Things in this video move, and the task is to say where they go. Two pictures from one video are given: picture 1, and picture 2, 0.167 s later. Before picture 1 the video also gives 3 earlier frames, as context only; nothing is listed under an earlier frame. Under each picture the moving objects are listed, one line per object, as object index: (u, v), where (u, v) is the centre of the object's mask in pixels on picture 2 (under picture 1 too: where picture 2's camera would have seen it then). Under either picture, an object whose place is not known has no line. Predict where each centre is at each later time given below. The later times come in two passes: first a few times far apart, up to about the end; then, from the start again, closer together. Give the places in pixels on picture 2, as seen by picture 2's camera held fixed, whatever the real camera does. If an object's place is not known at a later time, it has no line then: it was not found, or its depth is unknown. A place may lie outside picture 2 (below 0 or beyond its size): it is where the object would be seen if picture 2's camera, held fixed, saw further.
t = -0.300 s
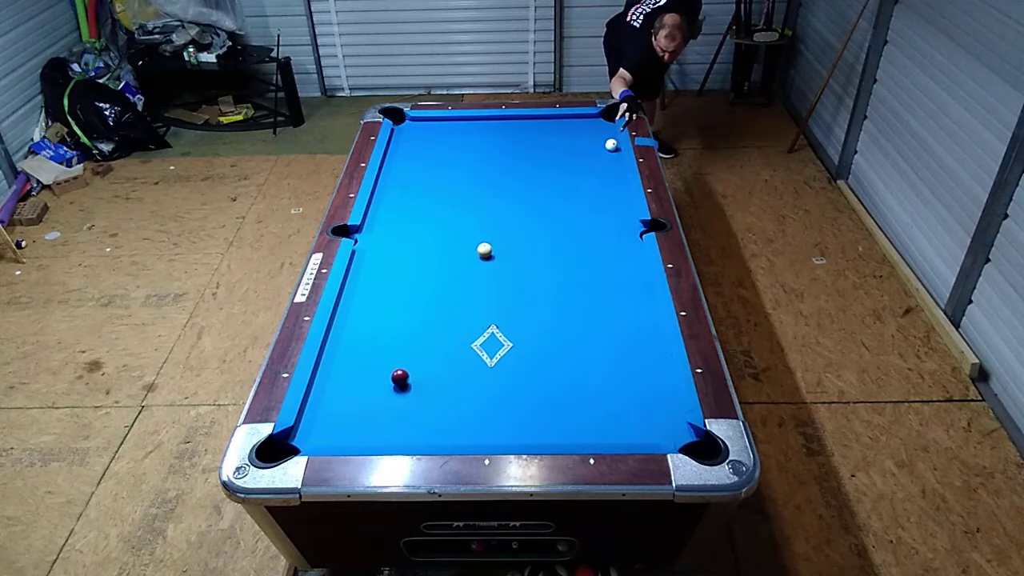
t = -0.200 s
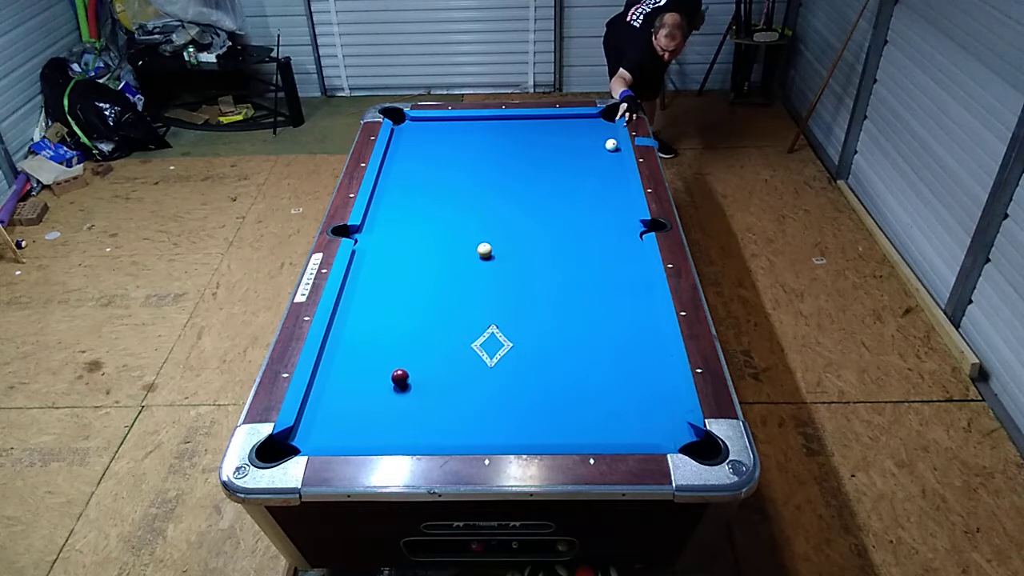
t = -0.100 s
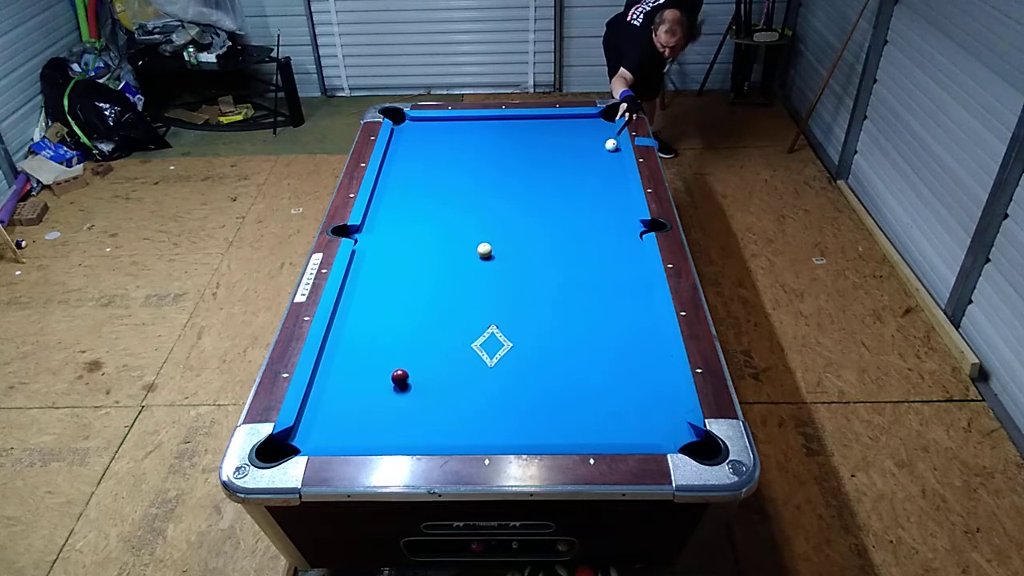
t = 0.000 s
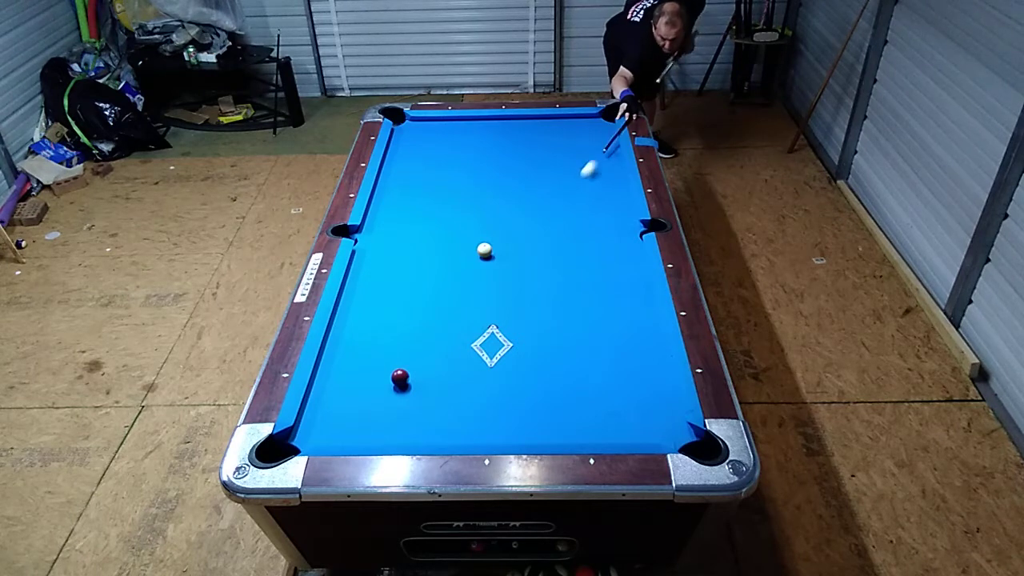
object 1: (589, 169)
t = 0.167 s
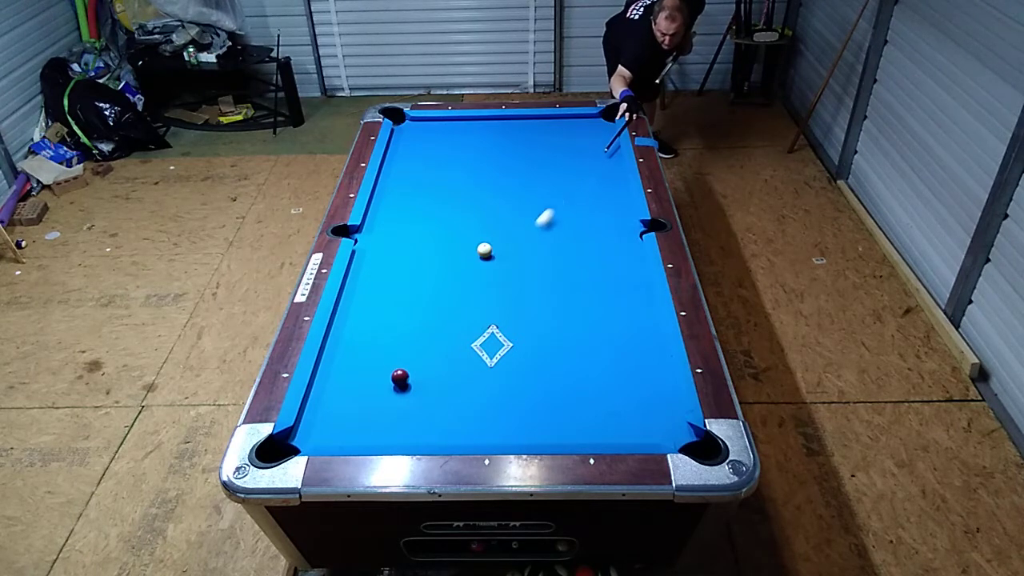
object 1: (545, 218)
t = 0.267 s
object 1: (515, 252)
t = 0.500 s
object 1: (426, 350)
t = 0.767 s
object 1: (425, 397)
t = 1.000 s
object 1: (416, 435)
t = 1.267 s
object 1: (405, 412)
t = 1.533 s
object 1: (394, 391)
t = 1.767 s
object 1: (386, 374)
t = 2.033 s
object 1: (378, 357)
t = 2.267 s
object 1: (372, 344)
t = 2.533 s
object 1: (366, 330)
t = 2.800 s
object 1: (361, 318)
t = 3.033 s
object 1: (357, 308)
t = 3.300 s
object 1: (353, 298)
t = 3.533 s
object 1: (350, 291)
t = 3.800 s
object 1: (349, 284)
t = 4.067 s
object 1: (353, 280)
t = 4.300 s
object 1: (356, 276)
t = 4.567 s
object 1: (358, 274)
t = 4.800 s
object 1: (359, 272)
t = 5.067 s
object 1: (360, 272)
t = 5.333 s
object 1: (360, 271)
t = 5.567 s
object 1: (360, 271)
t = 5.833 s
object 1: (360, 271)
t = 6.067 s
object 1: (359, 271)
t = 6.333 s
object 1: (359, 271)
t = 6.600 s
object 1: (359, 271)
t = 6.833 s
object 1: (359, 271)
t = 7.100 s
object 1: (359, 271)
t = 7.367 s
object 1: (359, 271)
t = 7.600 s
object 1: (359, 271)
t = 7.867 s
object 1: (359, 271)
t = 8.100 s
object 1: (359, 271)
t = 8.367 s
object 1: (359, 271)
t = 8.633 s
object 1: (359, 271)
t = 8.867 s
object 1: (359, 271)
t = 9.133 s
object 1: (359, 271)
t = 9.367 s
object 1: (359, 271)
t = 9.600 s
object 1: (359, 271)
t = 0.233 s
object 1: (525, 240)
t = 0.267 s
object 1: (515, 252)
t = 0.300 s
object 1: (504, 264)
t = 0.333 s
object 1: (492, 276)
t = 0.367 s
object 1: (480, 290)
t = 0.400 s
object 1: (468, 304)
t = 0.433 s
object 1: (454, 318)
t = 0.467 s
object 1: (441, 333)
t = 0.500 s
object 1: (426, 350)
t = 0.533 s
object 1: (414, 366)
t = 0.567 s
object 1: (416, 370)
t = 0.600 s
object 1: (419, 374)
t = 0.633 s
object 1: (422, 377)
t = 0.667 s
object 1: (423, 381)
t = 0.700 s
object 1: (425, 386)
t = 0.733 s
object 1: (425, 391)
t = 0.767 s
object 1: (425, 397)
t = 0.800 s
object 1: (424, 403)
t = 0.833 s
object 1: (423, 410)
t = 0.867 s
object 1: (422, 416)
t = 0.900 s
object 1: (420, 423)
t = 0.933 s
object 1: (419, 430)
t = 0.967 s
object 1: (418, 435)
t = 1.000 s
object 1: (416, 435)
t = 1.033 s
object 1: (415, 433)
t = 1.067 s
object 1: (413, 430)
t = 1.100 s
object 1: (412, 427)
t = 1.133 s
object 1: (410, 424)
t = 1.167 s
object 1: (409, 421)
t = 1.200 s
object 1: (408, 418)
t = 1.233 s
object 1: (406, 415)
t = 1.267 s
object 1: (405, 412)
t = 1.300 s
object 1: (403, 409)
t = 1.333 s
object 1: (402, 406)
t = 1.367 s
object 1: (400, 404)
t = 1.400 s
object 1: (399, 401)
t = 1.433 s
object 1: (398, 398)
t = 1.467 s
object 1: (397, 396)
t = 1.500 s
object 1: (396, 393)
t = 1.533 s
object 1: (394, 391)
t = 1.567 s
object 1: (393, 388)
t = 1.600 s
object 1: (392, 386)
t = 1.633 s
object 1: (391, 383)
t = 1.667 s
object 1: (390, 381)
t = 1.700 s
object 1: (389, 379)
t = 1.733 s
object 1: (388, 376)
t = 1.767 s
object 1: (386, 374)
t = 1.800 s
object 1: (385, 372)
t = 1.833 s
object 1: (384, 370)
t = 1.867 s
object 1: (383, 368)
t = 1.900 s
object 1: (383, 365)
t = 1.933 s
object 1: (381, 363)
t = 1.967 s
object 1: (380, 361)
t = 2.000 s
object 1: (379, 359)
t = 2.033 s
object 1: (378, 357)
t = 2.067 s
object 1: (378, 355)
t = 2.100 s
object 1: (376, 353)
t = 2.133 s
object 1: (376, 351)
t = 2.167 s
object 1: (375, 349)
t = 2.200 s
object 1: (374, 347)
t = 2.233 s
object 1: (373, 346)
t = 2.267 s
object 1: (372, 344)
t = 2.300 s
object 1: (371, 342)
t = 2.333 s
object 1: (370, 340)
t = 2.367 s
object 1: (369, 338)
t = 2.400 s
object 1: (369, 337)
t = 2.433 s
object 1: (368, 335)
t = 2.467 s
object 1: (367, 333)
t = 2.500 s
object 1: (367, 331)
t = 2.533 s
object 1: (366, 330)
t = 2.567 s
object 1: (365, 328)
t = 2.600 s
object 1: (365, 327)
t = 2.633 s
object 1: (364, 325)
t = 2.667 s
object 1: (363, 324)
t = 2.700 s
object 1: (363, 322)
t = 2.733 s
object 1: (362, 321)
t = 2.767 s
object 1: (361, 319)
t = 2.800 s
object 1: (361, 318)
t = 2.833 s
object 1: (360, 316)
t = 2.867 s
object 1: (360, 315)
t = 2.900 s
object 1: (359, 313)
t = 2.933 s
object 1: (359, 312)
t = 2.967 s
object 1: (358, 311)
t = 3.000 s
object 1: (357, 309)
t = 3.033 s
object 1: (357, 308)
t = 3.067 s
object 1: (356, 307)
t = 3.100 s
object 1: (356, 305)
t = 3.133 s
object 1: (355, 304)
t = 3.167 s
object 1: (355, 303)
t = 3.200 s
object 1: (354, 302)
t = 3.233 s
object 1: (354, 301)
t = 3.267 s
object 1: (353, 299)
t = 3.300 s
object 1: (353, 298)
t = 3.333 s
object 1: (353, 297)
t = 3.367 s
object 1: (352, 296)
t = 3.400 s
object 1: (352, 295)
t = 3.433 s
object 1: (352, 294)
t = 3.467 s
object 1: (351, 293)
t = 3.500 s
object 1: (351, 292)
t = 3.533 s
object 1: (350, 291)
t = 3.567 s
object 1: (350, 290)
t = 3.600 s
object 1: (350, 289)
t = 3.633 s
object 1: (349, 288)
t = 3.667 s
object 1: (349, 287)
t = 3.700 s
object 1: (348, 286)
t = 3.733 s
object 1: (348, 285)
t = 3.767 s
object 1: (349, 285)
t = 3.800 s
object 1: (349, 284)
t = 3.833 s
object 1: (350, 283)
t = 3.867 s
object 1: (350, 283)
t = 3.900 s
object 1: (351, 282)
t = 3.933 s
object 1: (351, 281)
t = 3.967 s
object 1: (352, 281)
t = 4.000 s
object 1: (352, 281)
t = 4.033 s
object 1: (353, 280)
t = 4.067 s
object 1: (353, 280)
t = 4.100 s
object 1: (354, 279)
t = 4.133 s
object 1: (354, 278)
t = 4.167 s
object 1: (355, 278)
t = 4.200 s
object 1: (355, 278)
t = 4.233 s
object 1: (355, 277)
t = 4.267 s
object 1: (356, 276)
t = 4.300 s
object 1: (356, 276)
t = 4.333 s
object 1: (356, 276)
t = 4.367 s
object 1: (356, 275)
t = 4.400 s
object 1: (357, 275)
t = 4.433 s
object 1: (357, 275)
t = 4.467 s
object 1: (357, 275)
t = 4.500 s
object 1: (357, 274)
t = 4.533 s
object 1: (358, 274)
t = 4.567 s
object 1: (358, 274)
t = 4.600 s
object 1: (358, 274)
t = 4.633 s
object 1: (358, 273)
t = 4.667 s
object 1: (359, 273)
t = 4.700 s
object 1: (359, 273)
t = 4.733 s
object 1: (359, 273)
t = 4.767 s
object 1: (359, 273)
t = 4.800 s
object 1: (359, 272)
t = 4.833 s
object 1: (359, 272)
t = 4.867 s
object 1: (359, 272)
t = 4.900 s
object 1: (360, 272)
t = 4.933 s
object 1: (360, 272)
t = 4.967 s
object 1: (360, 272)
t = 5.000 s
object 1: (360, 272)
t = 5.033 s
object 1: (360, 272)
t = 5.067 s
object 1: (360, 272)
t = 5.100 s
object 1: (360, 272)
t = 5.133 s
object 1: (360, 272)
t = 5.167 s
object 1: (360, 272)
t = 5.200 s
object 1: (360, 272)
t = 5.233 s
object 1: (360, 272)
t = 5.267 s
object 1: (360, 272)
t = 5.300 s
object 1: (360, 272)
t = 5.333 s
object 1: (360, 271)
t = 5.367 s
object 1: (360, 271)
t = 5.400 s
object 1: (360, 271)
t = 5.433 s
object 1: (360, 271)
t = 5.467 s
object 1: (360, 271)
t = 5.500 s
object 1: (360, 271)
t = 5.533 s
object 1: (360, 271)
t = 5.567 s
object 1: (360, 271)
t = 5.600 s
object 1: (360, 271)
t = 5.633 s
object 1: (360, 271)
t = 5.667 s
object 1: (360, 271)
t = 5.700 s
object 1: (360, 271)
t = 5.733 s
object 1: (360, 271)
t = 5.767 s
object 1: (360, 271)
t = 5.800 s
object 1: (360, 271)
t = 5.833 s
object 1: (360, 271)
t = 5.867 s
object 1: (359, 271)
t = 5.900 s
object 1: (360, 271)
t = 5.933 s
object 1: (360, 271)
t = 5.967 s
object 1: (360, 271)
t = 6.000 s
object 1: (359, 271)
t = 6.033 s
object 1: (359, 271)
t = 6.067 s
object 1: (359, 271)
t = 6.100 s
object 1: (359, 271)
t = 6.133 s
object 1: (359, 271)
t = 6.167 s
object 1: (359, 271)
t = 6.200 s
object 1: (359, 271)
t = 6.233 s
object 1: (359, 271)
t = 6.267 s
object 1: (359, 271)
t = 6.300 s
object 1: (359, 271)
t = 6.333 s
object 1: (359, 271)
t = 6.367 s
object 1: (359, 271)
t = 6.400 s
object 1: (359, 271)
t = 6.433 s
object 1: (359, 271)
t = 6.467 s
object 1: (359, 271)
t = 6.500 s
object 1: (359, 271)
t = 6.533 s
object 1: (359, 271)
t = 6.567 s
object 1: (359, 271)
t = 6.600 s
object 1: (359, 271)
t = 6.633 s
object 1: (359, 271)
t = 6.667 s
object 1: (359, 271)
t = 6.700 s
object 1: (359, 271)
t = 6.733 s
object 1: (359, 271)
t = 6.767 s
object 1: (359, 271)
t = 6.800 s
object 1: (359, 271)
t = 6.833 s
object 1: (359, 271)
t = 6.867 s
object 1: (359, 271)
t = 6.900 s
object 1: (359, 271)
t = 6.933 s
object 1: (359, 271)
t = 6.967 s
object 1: (359, 271)
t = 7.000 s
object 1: (359, 271)
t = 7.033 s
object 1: (359, 271)
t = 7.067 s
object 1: (359, 271)
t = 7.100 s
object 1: (359, 271)
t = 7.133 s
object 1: (359, 271)
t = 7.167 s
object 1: (359, 271)
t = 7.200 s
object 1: (359, 271)
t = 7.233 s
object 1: (359, 271)
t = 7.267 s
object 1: (359, 271)
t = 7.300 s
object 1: (359, 271)
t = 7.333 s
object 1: (359, 271)
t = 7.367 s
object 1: (359, 271)
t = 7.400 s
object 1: (359, 271)
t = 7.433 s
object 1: (359, 271)
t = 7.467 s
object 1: (359, 271)
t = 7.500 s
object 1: (359, 271)
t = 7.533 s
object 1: (359, 271)
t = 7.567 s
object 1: (359, 271)
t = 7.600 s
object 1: (359, 271)
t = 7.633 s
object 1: (359, 271)
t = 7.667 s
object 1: (359, 271)
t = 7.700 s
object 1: (359, 271)
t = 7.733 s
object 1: (359, 271)
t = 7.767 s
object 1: (359, 271)
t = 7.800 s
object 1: (359, 271)
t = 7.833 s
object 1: (359, 271)
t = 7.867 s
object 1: (359, 271)
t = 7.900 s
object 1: (359, 271)
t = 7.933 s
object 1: (359, 271)
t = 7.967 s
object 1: (359, 271)
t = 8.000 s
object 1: (359, 271)
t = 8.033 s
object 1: (359, 271)
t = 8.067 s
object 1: (359, 271)
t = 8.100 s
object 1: (359, 271)
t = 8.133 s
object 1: (359, 271)
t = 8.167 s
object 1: (359, 271)
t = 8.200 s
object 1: (359, 271)
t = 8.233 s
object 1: (359, 271)
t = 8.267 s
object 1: (359, 271)
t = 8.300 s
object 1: (359, 271)
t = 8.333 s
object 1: (359, 271)
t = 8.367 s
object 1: (359, 271)
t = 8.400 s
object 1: (359, 271)
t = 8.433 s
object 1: (359, 271)
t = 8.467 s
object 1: (359, 271)
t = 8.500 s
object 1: (359, 271)
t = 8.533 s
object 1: (359, 271)
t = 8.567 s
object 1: (359, 271)
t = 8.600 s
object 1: (359, 271)
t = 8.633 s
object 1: (359, 271)
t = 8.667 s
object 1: (359, 271)
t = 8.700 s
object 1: (359, 271)
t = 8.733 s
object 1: (359, 271)
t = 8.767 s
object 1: (359, 271)
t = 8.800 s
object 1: (359, 271)
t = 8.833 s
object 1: (359, 271)
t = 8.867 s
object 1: (359, 271)
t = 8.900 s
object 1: (359, 271)
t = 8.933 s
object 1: (359, 271)
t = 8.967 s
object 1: (359, 271)
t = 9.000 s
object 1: (359, 271)
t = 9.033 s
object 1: (359, 271)
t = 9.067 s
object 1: (359, 271)
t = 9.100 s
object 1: (359, 271)
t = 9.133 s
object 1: (359, 271)
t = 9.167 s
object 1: (359, 271)
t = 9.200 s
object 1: (359, 271)
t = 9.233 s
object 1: (359, 271)
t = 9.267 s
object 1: (359, 271)
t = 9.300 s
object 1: (359, 271)
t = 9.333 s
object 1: (359, 271)
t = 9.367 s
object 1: (359, 271)
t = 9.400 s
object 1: (359, 271)
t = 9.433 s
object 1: (359, 271)
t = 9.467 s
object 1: (359, 271)
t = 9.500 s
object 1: (359, 271)
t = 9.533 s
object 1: (359, 271)
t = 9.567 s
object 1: (359, 271)
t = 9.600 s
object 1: (359, 271)
